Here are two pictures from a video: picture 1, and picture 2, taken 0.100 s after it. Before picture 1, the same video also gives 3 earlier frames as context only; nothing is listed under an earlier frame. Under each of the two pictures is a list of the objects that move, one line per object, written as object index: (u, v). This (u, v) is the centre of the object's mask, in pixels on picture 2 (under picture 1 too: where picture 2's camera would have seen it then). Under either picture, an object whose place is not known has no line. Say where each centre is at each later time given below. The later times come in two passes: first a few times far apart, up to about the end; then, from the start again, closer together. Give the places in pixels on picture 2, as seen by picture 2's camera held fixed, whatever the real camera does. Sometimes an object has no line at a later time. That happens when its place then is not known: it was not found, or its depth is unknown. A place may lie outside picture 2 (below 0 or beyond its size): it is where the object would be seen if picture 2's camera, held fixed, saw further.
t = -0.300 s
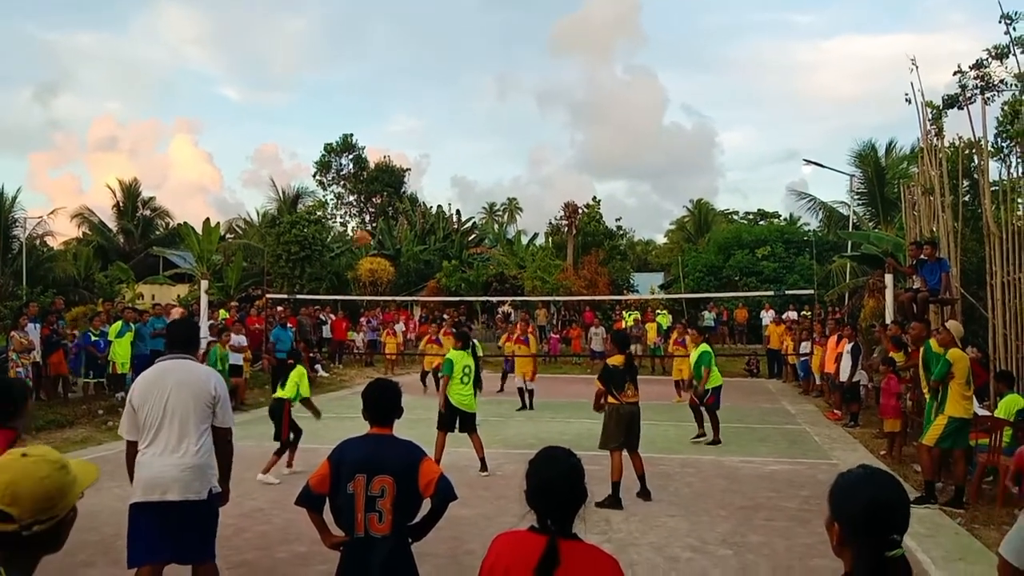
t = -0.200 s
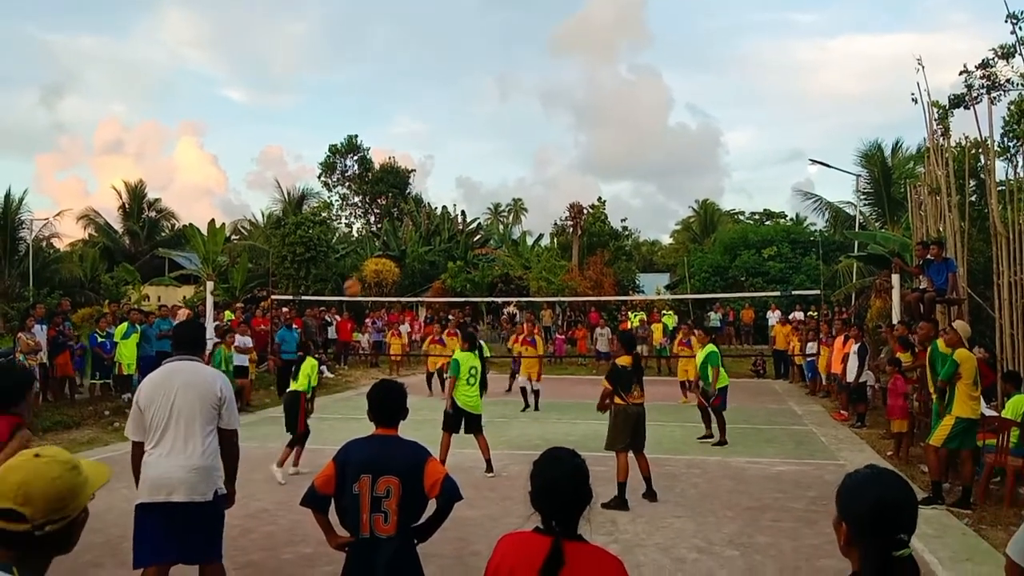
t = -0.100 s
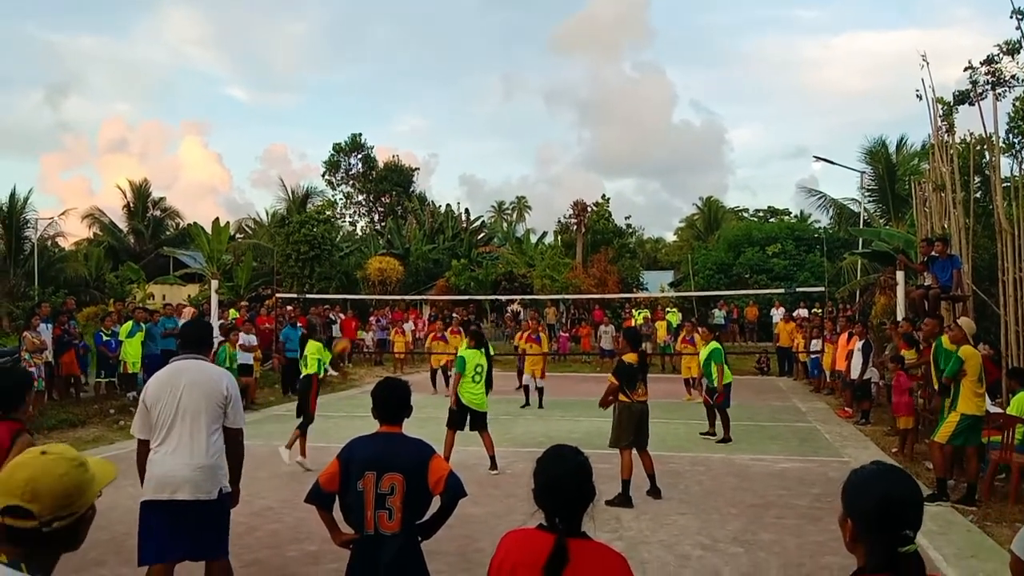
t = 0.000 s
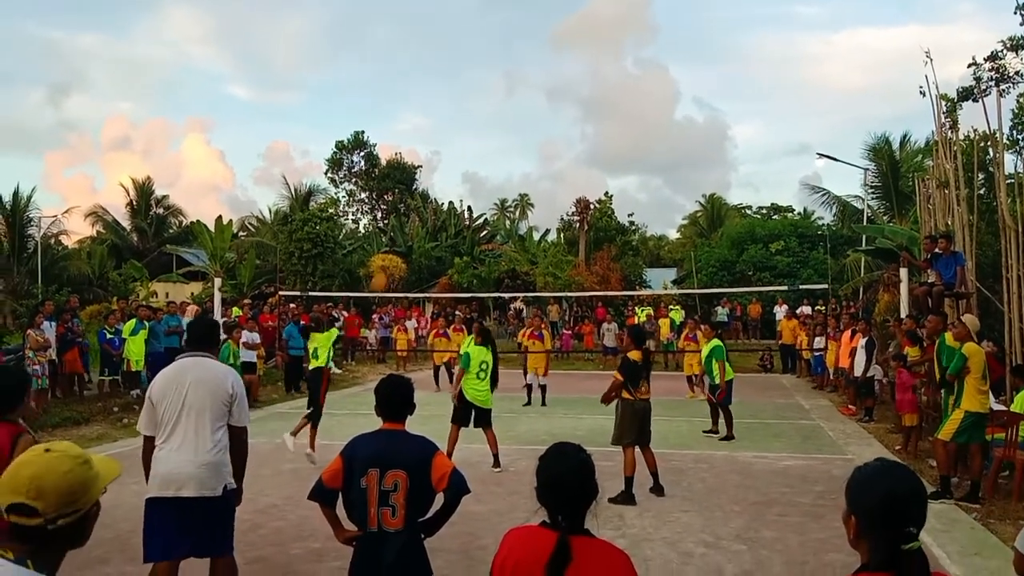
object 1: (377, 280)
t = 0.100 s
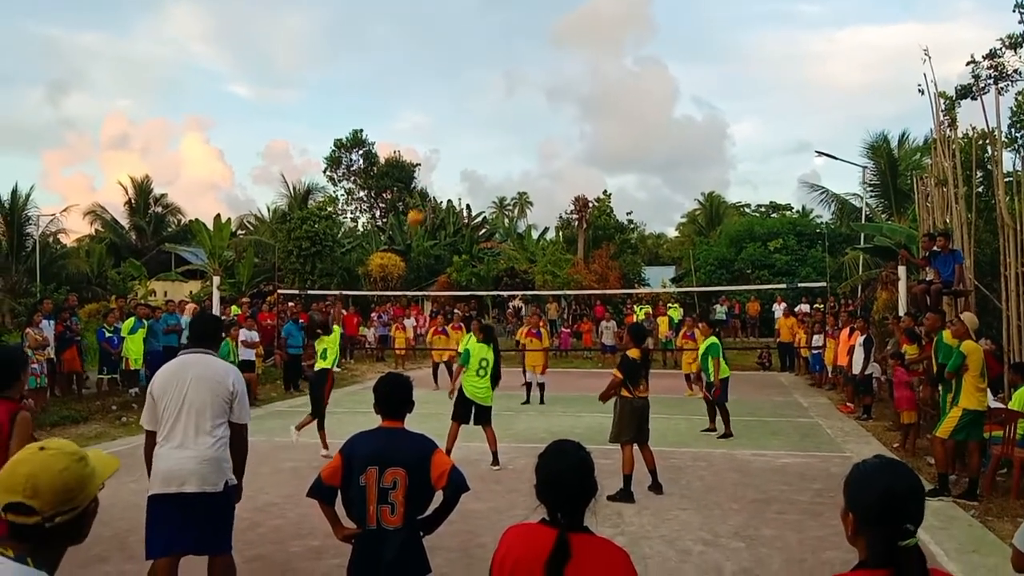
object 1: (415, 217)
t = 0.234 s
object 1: (457, 156)
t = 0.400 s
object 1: (502, 108)
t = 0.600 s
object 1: (548, 82)
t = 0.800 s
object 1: (587, 83)
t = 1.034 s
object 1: (627, 114)
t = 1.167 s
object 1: (646, 143)
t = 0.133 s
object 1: (426, 199)
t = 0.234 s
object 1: (457, 156)
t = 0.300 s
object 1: (476, 133)
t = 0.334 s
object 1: (485, 124)
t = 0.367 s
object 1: (494, 115)
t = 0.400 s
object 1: (502, 108)
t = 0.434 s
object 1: (510, 101)
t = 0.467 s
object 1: (518, 95)
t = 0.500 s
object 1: (526, 91)
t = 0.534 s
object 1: (534, 87)
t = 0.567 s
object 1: (541, 84)
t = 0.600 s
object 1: (548, 82)
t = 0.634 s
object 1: (556, 80)
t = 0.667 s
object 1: (562, 79)
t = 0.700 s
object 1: (569, 79)
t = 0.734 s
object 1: (575, 80)
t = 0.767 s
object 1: (581, 82)
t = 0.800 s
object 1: (587, 83)
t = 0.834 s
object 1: (593, 86)
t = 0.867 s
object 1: (599, 89)
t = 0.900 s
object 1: (605, 93)
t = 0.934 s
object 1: (610, 97)
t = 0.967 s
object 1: (616, 103)
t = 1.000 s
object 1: (622, 108)
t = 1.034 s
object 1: (627, 114)
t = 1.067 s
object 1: (632, 121)
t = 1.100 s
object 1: (637, 128)
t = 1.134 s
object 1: (641, 135)
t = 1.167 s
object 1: (646, 143)
